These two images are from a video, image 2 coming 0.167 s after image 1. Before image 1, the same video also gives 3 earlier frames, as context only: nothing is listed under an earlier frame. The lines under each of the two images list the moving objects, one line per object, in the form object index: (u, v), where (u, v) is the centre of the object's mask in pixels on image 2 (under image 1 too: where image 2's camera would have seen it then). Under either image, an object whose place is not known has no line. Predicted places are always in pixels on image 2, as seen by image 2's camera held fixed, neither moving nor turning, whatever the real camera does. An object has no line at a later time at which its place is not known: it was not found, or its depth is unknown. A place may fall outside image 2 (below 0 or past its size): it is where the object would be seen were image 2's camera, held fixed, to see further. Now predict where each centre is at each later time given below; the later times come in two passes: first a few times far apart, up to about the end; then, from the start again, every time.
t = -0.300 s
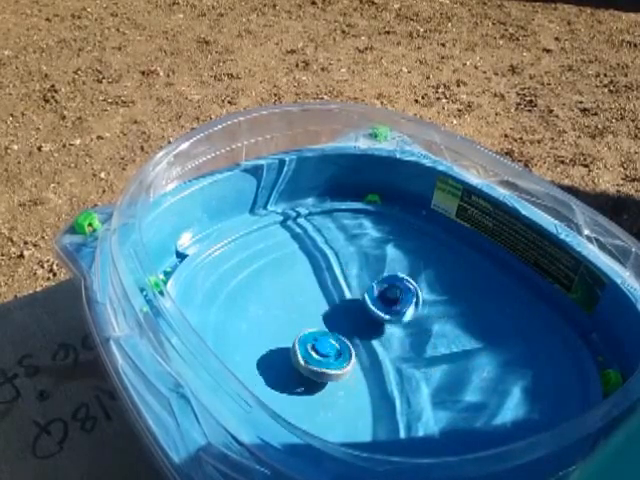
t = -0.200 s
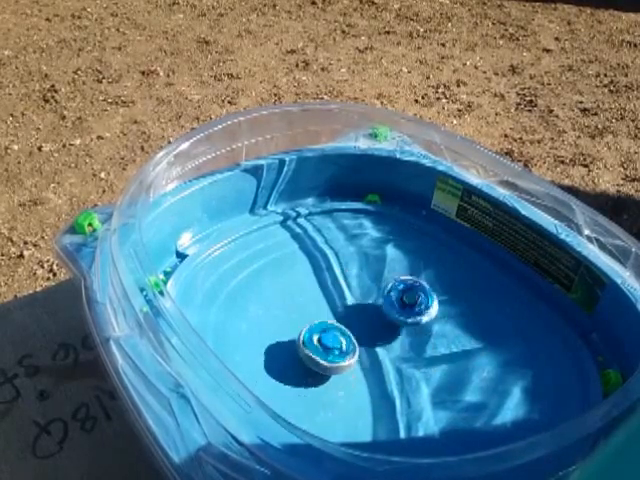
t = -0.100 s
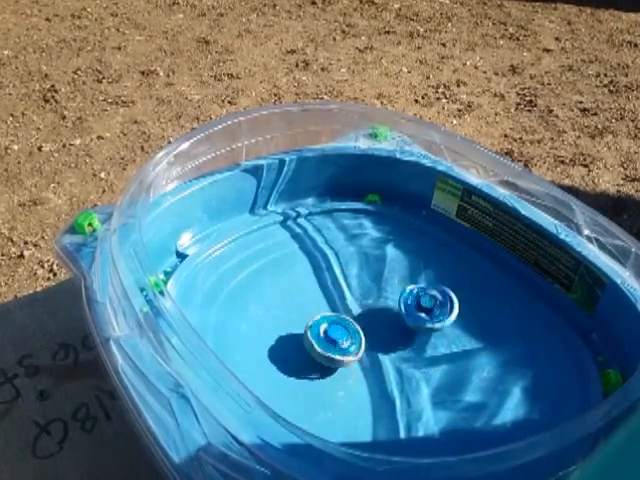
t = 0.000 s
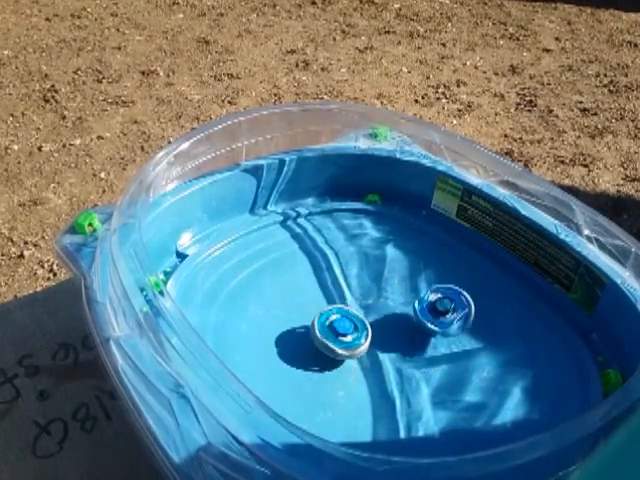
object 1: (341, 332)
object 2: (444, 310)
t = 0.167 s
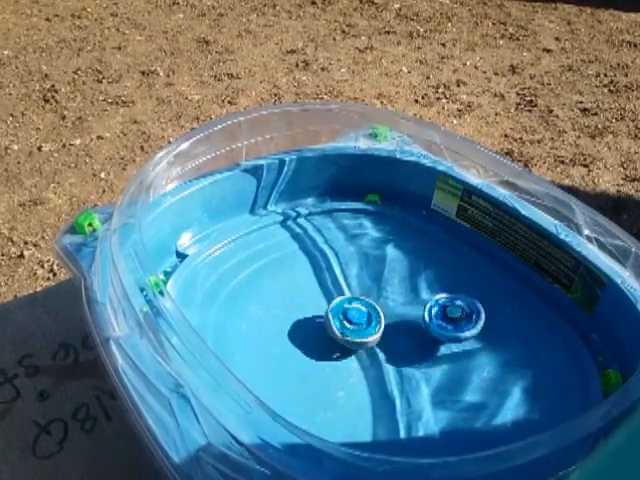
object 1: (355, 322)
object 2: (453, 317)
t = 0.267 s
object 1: (361, 317)
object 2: (454, 322)
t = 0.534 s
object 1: (384, 308)
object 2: (444, 360)
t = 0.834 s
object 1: (408, 310)
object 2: (437, 397)
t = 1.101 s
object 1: (423, 325)
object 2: (422, 394)
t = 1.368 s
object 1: (432, 346)
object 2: (362, 378)
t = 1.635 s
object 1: (426, 367)
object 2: (319, 366)
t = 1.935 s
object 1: (414, 383)
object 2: (330, 355)
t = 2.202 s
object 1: (392, 388)
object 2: (351, 315)
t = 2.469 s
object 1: (364, 376)
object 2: (354, 290)
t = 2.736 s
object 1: (343, 356)
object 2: (362, 301)
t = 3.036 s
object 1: (337, 334)
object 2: (422, 327)
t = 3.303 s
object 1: (346, 320)
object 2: (461, 327)
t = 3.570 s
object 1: (366, 314)
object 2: (441, 335)
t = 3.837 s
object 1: (388, 315)
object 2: (404, 374)
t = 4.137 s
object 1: (410, 326)
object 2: (407, 405)
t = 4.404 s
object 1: (429, 337)
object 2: (389, 390)
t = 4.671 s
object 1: (446, 305)
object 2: (341, 420)
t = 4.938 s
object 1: (417, 322)
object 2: (358, 385)
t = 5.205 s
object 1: (401, 342)
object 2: (325, 323)
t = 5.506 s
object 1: (380, 361)
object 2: (300, 296)
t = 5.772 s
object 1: (367, 367)
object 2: (342, 310)
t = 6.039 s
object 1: (359, 364)
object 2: (415, 309)
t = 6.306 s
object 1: (355, 354)
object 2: (455, 300)
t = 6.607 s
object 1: (357, 339)
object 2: (438, 327)
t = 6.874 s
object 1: (366, 333)
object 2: (421, 382)
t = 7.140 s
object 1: (386, 335)
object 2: (423, 412)
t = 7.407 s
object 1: (404, 339)
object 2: (403, 391)
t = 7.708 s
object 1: (427, 308)
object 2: (330, 398)
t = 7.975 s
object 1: (419, 315)
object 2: (325, 372)
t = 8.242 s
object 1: (402, 334)
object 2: (333, 325)
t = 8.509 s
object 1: (385, 355)
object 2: (347, 288)
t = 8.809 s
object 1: (373, 369)
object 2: (373, 285)
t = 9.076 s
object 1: (362, 369)
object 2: (423, 317)
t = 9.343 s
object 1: (359, 358)
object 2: (465, 347)
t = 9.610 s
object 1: (363, 346)
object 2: (457, 368)
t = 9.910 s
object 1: (376, 334)
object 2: (399, 389)
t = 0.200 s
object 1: (357, 320)
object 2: (454, 319)
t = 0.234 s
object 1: (359, 318)
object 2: (454, 321)
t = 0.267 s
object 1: (361, 317)
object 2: (454, 322)
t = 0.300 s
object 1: (364, 315)
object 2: (454, 324)
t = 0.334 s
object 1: (367, 313)
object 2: (452, 328)
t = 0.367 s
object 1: (369, 312)
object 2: (450, 332)
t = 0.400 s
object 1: (373, 311)
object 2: (448, 338)
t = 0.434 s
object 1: (375, 310)
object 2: (448, 343)
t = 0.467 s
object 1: (378, 309)
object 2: (446, 348)
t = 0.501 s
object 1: (381, 308)
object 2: (445, 353)
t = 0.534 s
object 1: (384, 308)
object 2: (444, 360)
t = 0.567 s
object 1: (387, 307)
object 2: (443, 365)
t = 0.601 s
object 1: (390, 307)
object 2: (442, 369)
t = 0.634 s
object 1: (393, 307)
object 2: (439, 374)
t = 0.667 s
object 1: (396, 307)
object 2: (436, 380)
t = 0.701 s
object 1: (398, 307)
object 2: (437, 383)
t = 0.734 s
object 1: (401, 308)
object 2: (437, 387)
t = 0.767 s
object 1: (403, 308)
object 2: (438, 392)
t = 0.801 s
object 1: (406, 309)
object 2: (438, 394)
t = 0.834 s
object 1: (408, 310)
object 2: (437, 397)
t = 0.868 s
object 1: (410, 311)
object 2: (434, 400)
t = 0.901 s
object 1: (412, 313)
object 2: (434, 401)
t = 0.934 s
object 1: (414, 314)
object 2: (434, 400)
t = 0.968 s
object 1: (416, 316)
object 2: (435, 398)
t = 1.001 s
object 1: (418, 318)
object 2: (432, 396)
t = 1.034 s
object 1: (420, 320)
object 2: (427, 395)
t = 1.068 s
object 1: (422, 322)
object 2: (425, 394)
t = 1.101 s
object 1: (423, 325)
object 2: (422, 394)
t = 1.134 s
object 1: (424, 328)
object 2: (417, 391)
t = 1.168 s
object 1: (426, 330)
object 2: (408, 388)
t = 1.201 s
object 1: (427, 333)
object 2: (399, 386)
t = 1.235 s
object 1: (429, 335)
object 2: (393, 385)
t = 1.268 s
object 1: (430, 338)
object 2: (386, 384)
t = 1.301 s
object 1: (431, 341)
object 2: (379, 381)
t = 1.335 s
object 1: (432, 343)
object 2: (369, 379)
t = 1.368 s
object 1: (432, 346)
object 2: (362, 378)
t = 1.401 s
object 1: (431, 349)
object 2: (356, 376)
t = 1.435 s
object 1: (430, 352)
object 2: (349, 374)
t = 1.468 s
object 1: (430, 354)
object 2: (340, 371)
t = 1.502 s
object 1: (429, 357)
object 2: (335, 370)
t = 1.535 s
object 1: (428, 360)
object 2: (330, 370)
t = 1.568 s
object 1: (428, 362)
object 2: (327, 369)
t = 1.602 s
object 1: (427, 365)
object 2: (322, 367)
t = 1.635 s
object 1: (426, 367)
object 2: (319, 366)
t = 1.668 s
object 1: (425, 369)
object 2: (319, 365)
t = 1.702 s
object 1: (424, 371)
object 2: (319, 364)
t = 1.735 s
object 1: (423, 373)
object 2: (318, 363)
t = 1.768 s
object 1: (422, 375)
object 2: (318, 363)
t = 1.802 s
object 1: (421, 377)
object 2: (321, 363)
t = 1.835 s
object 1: (419, 379)
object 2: (322, 361)
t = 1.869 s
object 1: (418, 381)
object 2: (322, 360)
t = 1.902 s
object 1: (416, 382)
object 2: (325, 358)
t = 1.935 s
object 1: (414, 383)
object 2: (330, 355)
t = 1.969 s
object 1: (411, 384)
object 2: (334, 351)
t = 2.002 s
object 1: (409, 386)
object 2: (336, 347)
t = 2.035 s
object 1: (406, 387)
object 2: (341, 344)
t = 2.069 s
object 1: (403, 388)
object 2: (346, 338)
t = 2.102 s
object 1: (399, 388)
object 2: (346, 332)
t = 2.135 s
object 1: (398, 388)
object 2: (350, 327)
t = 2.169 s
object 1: (395, 388)
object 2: (352, 322)
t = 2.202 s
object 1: (392, 388)
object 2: (351, 315)
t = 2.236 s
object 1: (390, 388)
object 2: (352, 311)
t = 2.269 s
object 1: (386, 387)
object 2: (354, 306)
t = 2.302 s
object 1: (382, 386)
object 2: (352, 301)
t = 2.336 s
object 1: (378, 385)
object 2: (351, 298)
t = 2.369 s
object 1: (375, 383)
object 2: (353, 295)
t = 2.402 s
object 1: (371, 381)
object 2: (352, 291)
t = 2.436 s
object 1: (368, 378)
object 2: (351, 291)
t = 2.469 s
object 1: (364, 376)
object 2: (354, 290)
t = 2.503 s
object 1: (360, 374)
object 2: (355, 288)
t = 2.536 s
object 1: (357, 372)
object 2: (351, 290)
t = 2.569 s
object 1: (354, 369)
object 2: (353, 291)
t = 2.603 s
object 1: (351, 367)
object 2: (354, 291)
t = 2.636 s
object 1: (348, 364)
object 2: (354, 293)
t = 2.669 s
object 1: (346, 360)
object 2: (355, 296)
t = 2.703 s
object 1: (344, 359)
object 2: (359, 298)
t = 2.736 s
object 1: (343, 356)
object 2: (362, 301)
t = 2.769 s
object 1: (341, 353)
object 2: (367, 306)
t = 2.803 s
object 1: (339, 350)
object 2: (376, 310)
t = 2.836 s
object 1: (338, 348)
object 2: (381, 311)
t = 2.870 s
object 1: (337, 345)
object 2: (386, 316)
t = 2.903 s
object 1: (337, 344)
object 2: (395, 318)
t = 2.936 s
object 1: (337, 341)
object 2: (402, 320)
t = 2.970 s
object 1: (337, 339)
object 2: (407, 324)
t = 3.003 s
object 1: (336, 336)
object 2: (415, 326)
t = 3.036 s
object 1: (337, 334)
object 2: (422, 327)
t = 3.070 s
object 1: (337, 332)
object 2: (428, 329)
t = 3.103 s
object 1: (337, 331)
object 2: (437, 330)
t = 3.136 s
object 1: (338, 329)
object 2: (442, 328)
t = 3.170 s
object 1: (340, 327)
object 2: (447, 329)
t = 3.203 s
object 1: (341, 325)
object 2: (454, 329)
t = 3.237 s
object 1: (342, 323)
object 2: (455, 327)
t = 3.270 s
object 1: (344, 321)
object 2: (458, 328)
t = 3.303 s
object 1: (346, 320)
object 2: (461, 327)
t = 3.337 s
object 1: (347, 319)
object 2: (459, 327)
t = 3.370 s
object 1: (349, 318)
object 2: (459, 328)
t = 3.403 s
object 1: (351, 317)
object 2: (457, 327)
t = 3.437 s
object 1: (354, 315)
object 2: (454, 328)
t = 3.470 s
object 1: (356, 315)
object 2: (453, 329)
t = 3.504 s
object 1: (360, 315)
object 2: (446, 331)
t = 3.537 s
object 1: (362, 315)
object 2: (444, 332)
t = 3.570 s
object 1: (366, 314)
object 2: (441, 335)
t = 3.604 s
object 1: (369, 313)
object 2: (433, 340)
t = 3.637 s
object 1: (372, 313)
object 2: (429, 343)
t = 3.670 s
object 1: (376, 313)
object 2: (423, 348)
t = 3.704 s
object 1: (378, 312)
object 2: (417, 354)
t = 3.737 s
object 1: (381, 313)
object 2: (414, 358)
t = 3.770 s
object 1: (383, 313)
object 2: (407, 363)
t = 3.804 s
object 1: (386, 314)
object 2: (405, 370)
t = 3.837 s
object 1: (388, 315)
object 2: (404, 374)
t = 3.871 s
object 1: (391, 316)
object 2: (400, 380)
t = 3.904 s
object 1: (393, 316)
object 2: (402, 386)
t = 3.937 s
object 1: (395, 317)
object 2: (401, 389)
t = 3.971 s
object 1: (398, 318)
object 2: (401, 395)
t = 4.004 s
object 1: (401, 320)
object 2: (404, 397)
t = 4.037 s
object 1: (404, 321)
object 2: (402, 401)
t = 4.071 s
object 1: (405, 323)
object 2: (406, 404)
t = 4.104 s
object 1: (407, 324)
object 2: (405, 405)
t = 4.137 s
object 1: (410, 326)
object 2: (407, 405)
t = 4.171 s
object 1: (412, 328)
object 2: (407, 403)
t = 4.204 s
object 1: (414, 330)
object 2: (407, 402)
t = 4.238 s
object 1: (417, 331)
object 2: (409, 400)
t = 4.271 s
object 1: (418, 334)
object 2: (406, 398)
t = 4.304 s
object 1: (420, 335)
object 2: (408, 395)
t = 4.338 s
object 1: (421, 338)
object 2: (404, 391)
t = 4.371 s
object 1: (423, 340)
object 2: (403, 387)
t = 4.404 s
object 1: (429, 337)
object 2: (389, 390)
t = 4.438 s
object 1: (440, 322)
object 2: (372, 401)
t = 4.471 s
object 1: (450, 313)
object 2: (353, 408)
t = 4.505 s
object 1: (455, 307)
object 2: (346, 410)
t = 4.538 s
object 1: (455, 304)
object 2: (338, 414)
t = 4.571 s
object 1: (453, 304)
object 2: (337, 416)
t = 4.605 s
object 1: (451, 304)
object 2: (337, 418)
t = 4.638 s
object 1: (449, 304)
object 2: (337, 419)
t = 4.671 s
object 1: (446, 305)
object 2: (341, 420)
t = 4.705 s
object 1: (442, 306)
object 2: (341, 419)
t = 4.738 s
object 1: (439, 308)
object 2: (343, 418)
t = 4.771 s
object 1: (437, 310)
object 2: (350, 417)
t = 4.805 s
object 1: (431, 312)
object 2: (350, 414)
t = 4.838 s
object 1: (428, 315)
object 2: (357, 407)
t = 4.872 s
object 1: (426, 317)
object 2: (357, 401)
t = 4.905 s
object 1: (421, 319)
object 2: (356, 392)
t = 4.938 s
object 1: (417, 322)
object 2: (358, 385)
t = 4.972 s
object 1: (413, 325)
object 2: (357, 377)
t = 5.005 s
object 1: (410, 329)
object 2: (353, 367)
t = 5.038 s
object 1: (407, 332)
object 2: (354, 359)
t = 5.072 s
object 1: (405, 335)
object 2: (348, 352)
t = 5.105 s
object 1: (406, 336)
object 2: (340, 344)
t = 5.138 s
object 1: (406, 338)
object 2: (337, 337)
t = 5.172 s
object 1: (403, 340)
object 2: (331, 331)
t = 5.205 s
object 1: (401, 342)
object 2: (325, 323)
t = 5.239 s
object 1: (399, 345)
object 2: (323, 318)
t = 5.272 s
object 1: (396, 346)
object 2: (317, 313)
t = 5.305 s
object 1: (393, 349)
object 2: (312, 307)
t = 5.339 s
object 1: (391, 352)
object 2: (311, 304)
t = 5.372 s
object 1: (389, 354)
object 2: (306, 300)
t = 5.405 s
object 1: (386, 356)
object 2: (302, 296)
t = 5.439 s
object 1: (385, 358)
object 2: (302, 295)
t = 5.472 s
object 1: (383, 360)
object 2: (300, 295)
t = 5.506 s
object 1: (380, 361)
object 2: (300, 296)
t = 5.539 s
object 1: (379, 362)
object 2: (303, 298)
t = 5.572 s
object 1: (376, 364)
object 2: (305, 300)
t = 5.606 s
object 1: (375, 364)
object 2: (307, 301)
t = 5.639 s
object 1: (374, 365)
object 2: (314, 303)
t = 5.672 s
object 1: (372, 366)
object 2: (318, 305)
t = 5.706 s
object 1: (370, 366)
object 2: (325, 306)
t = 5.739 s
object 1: (369, 367)
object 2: (335, 309)
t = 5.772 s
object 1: (367, 367)
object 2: (342, 310)
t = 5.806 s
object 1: (365, 367)
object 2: (350, 310)
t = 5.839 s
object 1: (365, 366)
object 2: (361, 311)
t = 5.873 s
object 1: (363, 366)
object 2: (368, 312)
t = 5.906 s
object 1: (362, 366)
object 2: (377, 311)
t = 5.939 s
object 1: (361, 366)
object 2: (388, 311)
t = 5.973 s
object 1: (360, 365)
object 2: (397, 311)
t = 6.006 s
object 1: (359, 364)
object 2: (404, 310)
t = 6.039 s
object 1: (359, 364)
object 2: (415, 309)
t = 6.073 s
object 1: (358, 362)
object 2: (422, 308)
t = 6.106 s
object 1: (357, 361)
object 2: (427, 306)
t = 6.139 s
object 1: (357, 360)
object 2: (435, 304)
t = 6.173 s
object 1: (356, 359)
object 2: (442, 304)
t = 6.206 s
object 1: (355, 358)
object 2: (446, 302)
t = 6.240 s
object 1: (355, 356)
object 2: (450, 300)
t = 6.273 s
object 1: (355, 355)
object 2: (455, 300)
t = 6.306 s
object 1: (355, 354)
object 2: (455, 300)
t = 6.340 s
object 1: (354, 351)
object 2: (453, 300)
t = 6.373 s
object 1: (354, 350)
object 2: (453, 300)
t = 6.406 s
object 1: (354, 348)
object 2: (451, 301)
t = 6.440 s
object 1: (354, 346)
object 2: (448, 303)
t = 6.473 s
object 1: (355, 345)
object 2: (446, 305)
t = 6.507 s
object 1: (355, 344)
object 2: (445, 310)
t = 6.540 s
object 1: (356, 342)
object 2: (441, 315)
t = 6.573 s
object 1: (357, 340)
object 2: (437, 320)
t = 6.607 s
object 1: (357, 339)
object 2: (438, 327)
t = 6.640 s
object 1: (358, 338)
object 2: (434, 333)
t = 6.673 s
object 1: (359, 337)
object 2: (431, 339)
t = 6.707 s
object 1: (360, 337)
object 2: (431, 346)
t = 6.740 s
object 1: (360, 335)
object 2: (429, 354)
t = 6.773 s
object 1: (362, 334)
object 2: (425, 361)
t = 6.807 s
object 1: (363, 334)
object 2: (425, 367)
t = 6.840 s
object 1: (366, 333)
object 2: (425, 374)
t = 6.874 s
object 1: (366, 333)
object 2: (421, 382)
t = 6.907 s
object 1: (369, 333)
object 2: (420, 386)
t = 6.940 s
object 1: (370, 333)
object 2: (423, 392)
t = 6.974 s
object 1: (372, 333)
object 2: (422, 399)
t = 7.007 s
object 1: (375, 334)
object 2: (421, 404)
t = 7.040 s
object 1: (377, 333)
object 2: (422, 406)
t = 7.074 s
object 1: (380, 333)
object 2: (426, 409)
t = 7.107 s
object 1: (383, 334)
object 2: (424, 412)
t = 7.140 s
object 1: (386, 335)
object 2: (423, 412)
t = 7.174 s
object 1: (388, 335)
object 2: (424, 410)
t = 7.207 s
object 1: (391, 335)
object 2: (428, 408)
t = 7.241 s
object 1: (394, 336)
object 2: (425, 408)
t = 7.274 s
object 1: (396, 337)
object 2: (421, 408)
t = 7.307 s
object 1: (399, 337)
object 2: (416, 404)
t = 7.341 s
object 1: (401, 338)
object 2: (416, 398)
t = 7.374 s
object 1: (403, 338)
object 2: (410, 395)
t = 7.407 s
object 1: (404, 339)
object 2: (403, 391)
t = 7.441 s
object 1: (407, 339)
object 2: (394, 385)
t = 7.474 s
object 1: (412, 334)
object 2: (383, 386)
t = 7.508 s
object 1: (419, 322)
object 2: (371, 394)
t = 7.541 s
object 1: (424, 315)
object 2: (360, 398)
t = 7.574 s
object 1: (427, 311)
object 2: (351, 401)
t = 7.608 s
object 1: (428, 310)
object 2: (343, 401)
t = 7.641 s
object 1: (428, 309)
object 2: (337, 400)
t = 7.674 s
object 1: (428, 309)
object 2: (332, 399)
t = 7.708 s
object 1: (427, 308)
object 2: (330, 398)
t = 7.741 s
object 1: (427, 308)
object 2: (331, 398)
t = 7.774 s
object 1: (426, 309)
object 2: (331, 397)
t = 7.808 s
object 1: (425, 309)
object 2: (329, 395)
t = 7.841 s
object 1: (424, 310)
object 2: (328, 392)
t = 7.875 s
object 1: (423, 311)
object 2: (326, 388)
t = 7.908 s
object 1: (422, 312)
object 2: (325, 383)
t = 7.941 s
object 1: (420, 313)
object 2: (325, 378)
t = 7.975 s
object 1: (419, 315)
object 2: (325, 372)
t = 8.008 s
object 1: (417, 317)
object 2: (326, 366)
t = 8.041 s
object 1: (415, 319)
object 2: (328, 360)
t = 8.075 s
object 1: (413, 322)
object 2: (329, 355)
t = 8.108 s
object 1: (410, 324)
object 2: (331, 349)
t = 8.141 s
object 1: (408, 327)
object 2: (332, 343)
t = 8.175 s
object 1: (407, 329)
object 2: (333, 337)
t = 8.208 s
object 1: (405, 331)
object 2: (333, 331)
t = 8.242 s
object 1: (402, 334)
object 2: (333, 325)
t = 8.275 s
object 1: (400, 337)
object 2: (335, 319)
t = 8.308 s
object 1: (398, 340)
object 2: (336, 313)
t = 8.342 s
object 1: (396, 342)
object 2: (337, 307)
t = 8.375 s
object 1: (394, 344)
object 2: (338, 301)
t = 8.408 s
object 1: (391, 347)
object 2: (341, 297)
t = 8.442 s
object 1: (389, 349)
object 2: (343, 293)
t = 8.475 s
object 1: (387, 353)
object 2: (345, 290)
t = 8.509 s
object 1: (385, 355)
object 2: (347, 288)
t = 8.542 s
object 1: (383, 357)
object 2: (349, 285)
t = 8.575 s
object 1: (382, 359)
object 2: (351, 284)
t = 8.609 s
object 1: (380, 361)
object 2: (354, 282)
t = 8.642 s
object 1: (379, 362)
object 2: (356, 281)
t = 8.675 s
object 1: (377, 364)
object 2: (357, 281)
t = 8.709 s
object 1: (376, 366)
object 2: (360, 282)
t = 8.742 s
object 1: (375, 367)
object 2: (363, 282)
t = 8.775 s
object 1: (374, 368)
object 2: (368, 283)
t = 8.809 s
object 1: (373, 369)
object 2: (373, 285)
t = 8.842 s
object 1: (371, 370)
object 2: (378, 288)
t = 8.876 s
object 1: (370, 370)
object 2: (384, 291)
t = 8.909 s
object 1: (368, 370)
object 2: (394, 298)
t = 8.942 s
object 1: (366, 370)
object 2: (400, 302)
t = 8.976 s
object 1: (365, 370)
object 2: (406, 306)
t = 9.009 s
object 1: (364, 370)
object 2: (412, 311)
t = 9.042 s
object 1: (363, 369)
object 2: (417, 314)
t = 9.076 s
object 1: (362, 369)
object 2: (423, 317)
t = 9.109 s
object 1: (361, 368)
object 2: (428, 322)
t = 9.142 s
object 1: (361, 367)
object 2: (434, 326)
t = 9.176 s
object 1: (360, 366)
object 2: (441, 329)
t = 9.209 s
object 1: (360, 364)
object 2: (447, 333)
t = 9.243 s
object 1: (360, 363)
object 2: (454, 337)
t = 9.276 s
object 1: (359, 361)
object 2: (458, 341)
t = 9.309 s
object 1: (360, 360)
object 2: (461, 344)
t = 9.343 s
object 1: (359, 358)
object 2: (465, 347)
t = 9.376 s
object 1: (359, 357)
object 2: (467, 350)
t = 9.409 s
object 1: (360, 356)
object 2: (468, 353)
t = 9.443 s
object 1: (360, 354)
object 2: (469, 356)
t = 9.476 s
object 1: (361, 352)
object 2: (468, 358)
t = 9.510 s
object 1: (361, 351)
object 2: (467, 360)
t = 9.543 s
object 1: (362, 349)
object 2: (464, 362)
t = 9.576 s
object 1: (363, 347)
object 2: (461, 364)
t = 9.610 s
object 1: (363, 346)
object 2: (457, 368)
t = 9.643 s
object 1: (365, 344)
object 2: (452, 371)
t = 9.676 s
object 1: (366, 343)
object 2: (447, 372)
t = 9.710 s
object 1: (367, 342)
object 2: (440, 375)
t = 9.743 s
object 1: (369, 340)
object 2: (434, 378)
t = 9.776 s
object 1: (370, 339)
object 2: (427, 380)
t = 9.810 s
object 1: (373, 337)
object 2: (420, 383)
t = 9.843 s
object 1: (374, 336)
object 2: (413, 385)
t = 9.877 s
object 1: (375, 335)
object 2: (406, 388)
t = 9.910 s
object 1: (376, 334)
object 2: (399, 389)
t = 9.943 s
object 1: (377, 333)
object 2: (393, 390)
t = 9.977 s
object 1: (379, 333)
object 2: (387, 391)
